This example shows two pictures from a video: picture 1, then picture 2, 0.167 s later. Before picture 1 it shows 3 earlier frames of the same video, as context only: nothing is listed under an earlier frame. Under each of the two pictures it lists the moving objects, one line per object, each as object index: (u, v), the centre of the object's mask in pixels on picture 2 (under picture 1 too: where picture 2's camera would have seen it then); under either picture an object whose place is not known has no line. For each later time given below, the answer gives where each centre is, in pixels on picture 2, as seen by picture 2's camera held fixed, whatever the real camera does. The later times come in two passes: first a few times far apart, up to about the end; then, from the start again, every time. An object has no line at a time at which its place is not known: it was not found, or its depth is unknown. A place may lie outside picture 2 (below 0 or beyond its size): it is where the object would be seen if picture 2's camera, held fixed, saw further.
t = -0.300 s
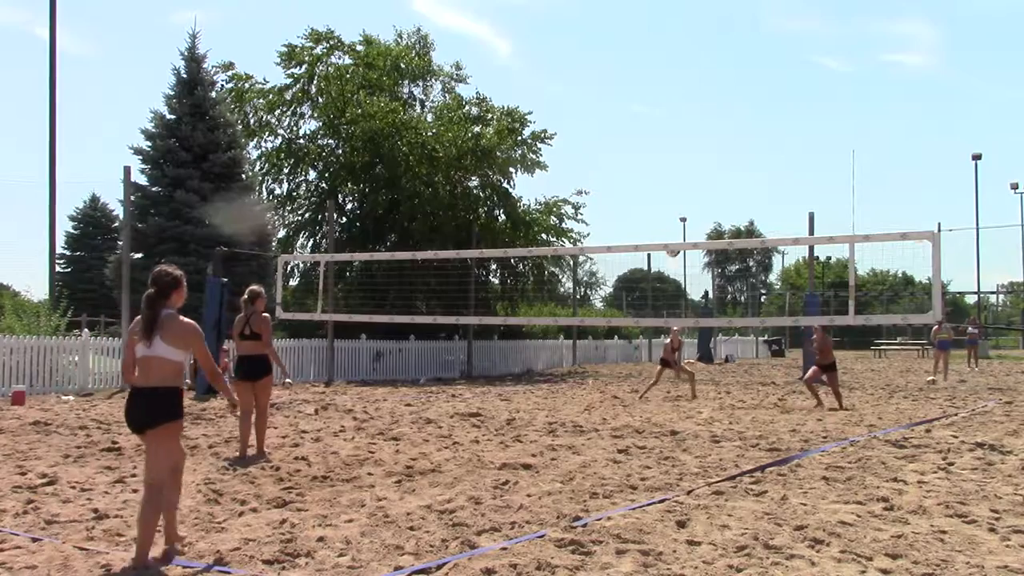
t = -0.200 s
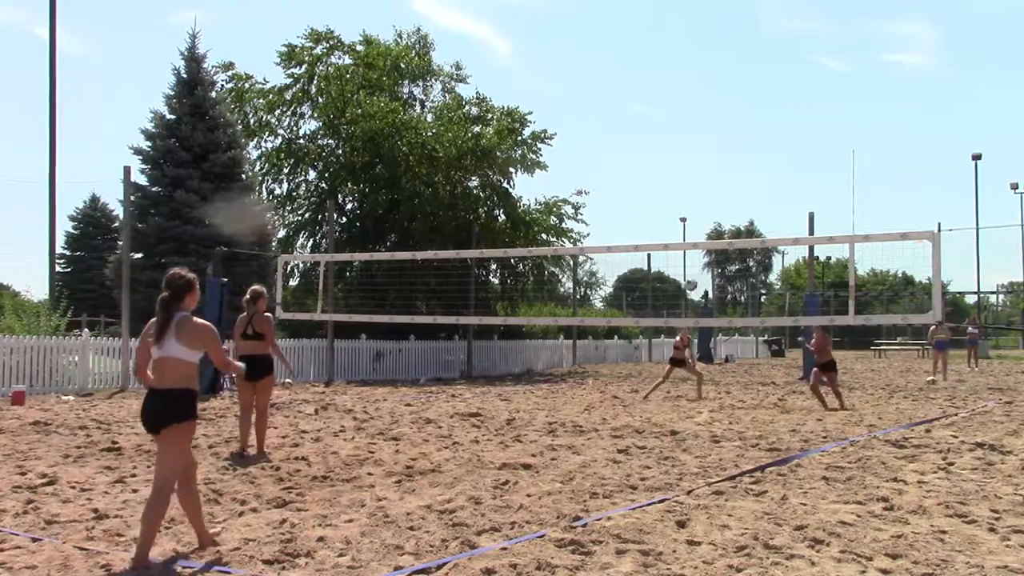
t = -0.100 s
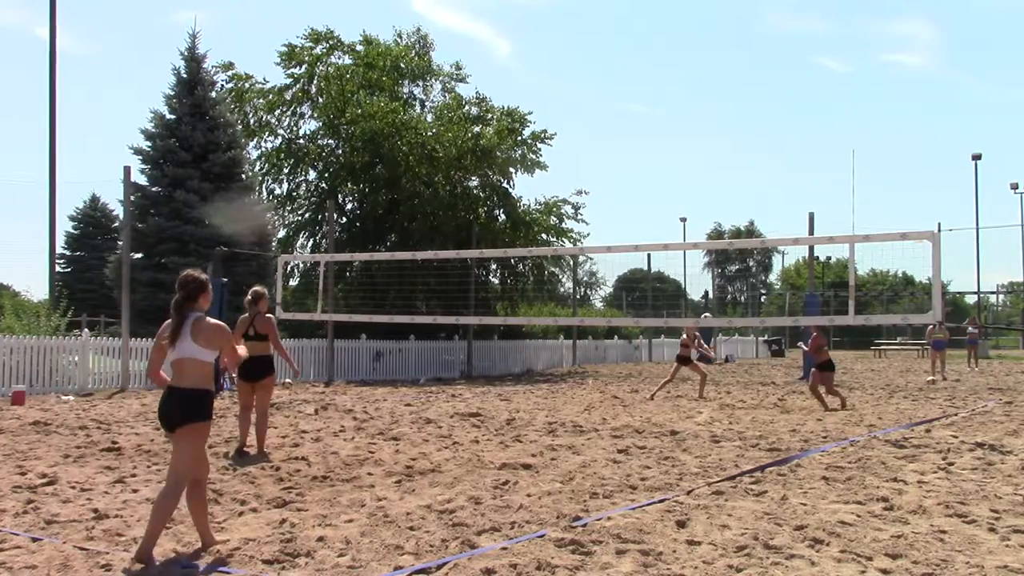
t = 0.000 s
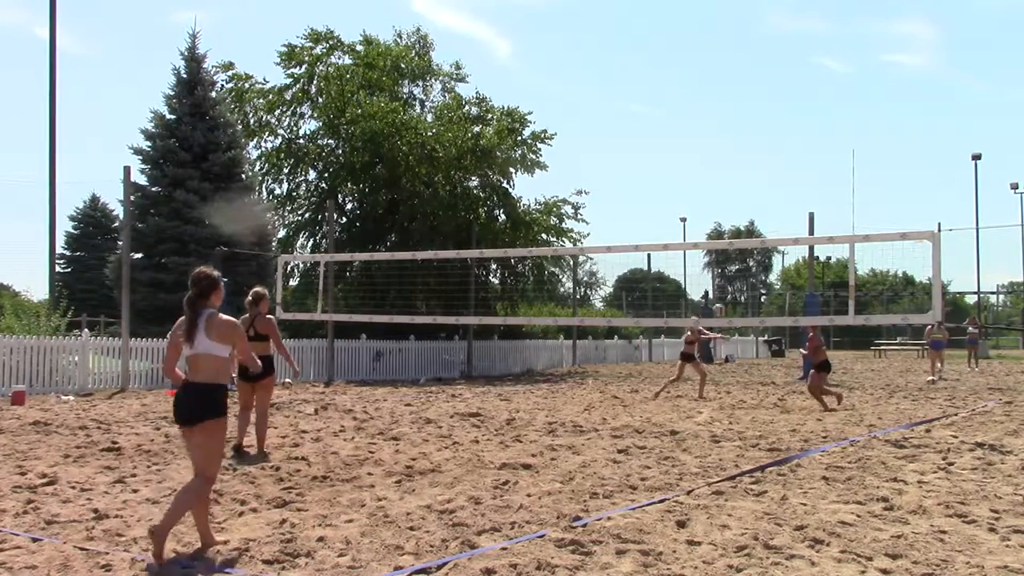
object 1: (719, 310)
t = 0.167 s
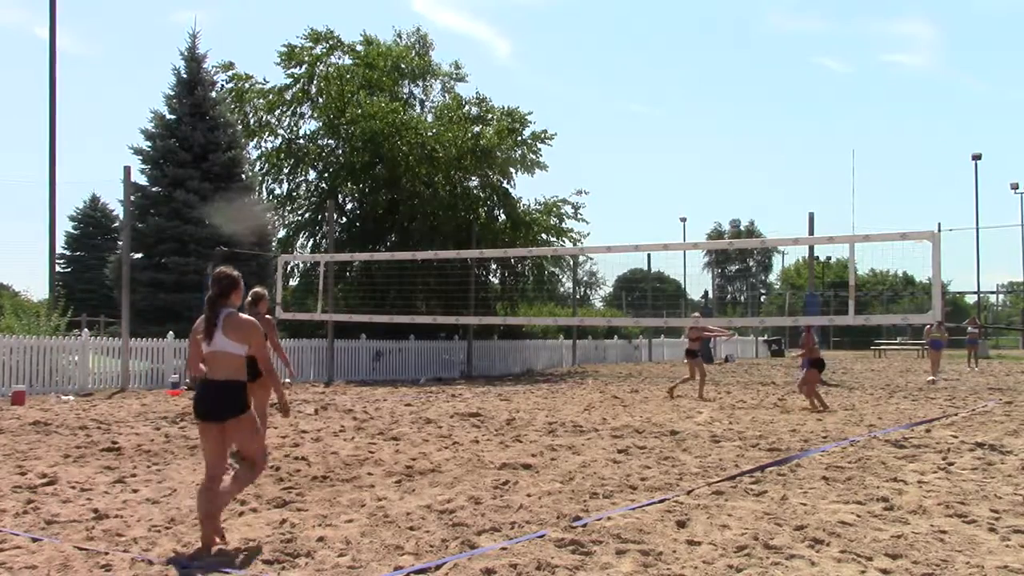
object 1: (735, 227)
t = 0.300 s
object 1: (747, 164)
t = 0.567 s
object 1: (771, 75)
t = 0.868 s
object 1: (797, 20)
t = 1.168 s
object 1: (823, 17)
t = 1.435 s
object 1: (846, 60)
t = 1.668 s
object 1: (866, 134)
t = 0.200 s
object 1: (738, 207)
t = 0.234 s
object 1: (741, 193)
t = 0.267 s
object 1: (744, 178)
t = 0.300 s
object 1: (747, 164)
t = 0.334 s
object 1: (750, 151)
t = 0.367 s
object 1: (753, 138)
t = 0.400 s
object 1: (756, 126)
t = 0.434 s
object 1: (759, 115)
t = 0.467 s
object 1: (762, 104)
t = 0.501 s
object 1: (765, 94)
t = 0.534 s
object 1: (768, 84)
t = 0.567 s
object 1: (771, 75)
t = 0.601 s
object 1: (774, 66)
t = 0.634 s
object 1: (776, 58)
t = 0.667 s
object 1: (779, 51)
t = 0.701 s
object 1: (782, 44)
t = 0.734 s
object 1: (785, 38)
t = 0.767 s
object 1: (788, 32)
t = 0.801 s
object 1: (791, 28)
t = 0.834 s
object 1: (793, 24)
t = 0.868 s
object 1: (797, 20)
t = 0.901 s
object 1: (799, 17)
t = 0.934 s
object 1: (802, 15)
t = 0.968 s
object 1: (805, 13)
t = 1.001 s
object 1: (808, 12)
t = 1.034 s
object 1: (811, 12)
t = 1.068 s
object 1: (814, 12)
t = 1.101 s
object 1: (817, 13)
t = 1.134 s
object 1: (820, 15)
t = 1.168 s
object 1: (823, 17)
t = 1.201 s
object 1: (826, 20)
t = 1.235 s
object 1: (828, 23)
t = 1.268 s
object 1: (831, 28)
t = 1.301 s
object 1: (834, 33)
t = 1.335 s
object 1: (837, 39)
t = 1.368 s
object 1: (840, 45)
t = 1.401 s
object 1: (843, 52)
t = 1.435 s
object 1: (846, 60)
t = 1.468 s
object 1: (849, 68)
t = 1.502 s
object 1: (852, 78)
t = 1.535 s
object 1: (855, 87)
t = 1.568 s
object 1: (858, 98)
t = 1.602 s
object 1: (860, 109)
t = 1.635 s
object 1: (863, 122)
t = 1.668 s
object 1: (866, 134)
